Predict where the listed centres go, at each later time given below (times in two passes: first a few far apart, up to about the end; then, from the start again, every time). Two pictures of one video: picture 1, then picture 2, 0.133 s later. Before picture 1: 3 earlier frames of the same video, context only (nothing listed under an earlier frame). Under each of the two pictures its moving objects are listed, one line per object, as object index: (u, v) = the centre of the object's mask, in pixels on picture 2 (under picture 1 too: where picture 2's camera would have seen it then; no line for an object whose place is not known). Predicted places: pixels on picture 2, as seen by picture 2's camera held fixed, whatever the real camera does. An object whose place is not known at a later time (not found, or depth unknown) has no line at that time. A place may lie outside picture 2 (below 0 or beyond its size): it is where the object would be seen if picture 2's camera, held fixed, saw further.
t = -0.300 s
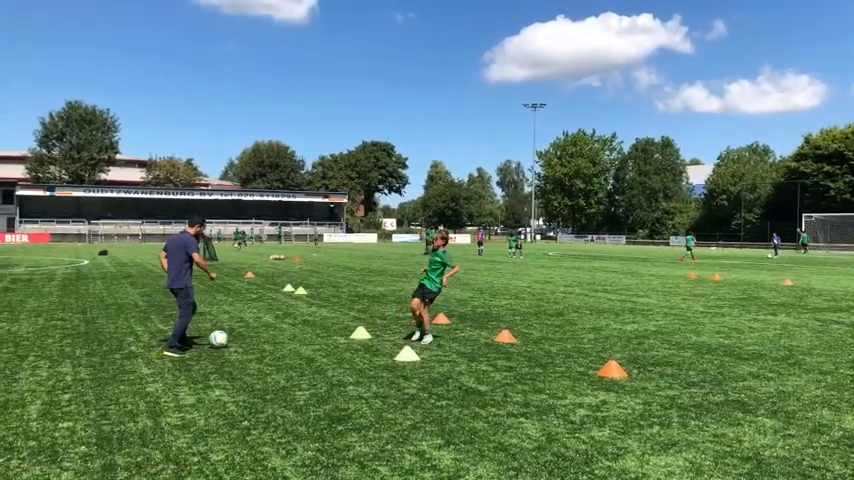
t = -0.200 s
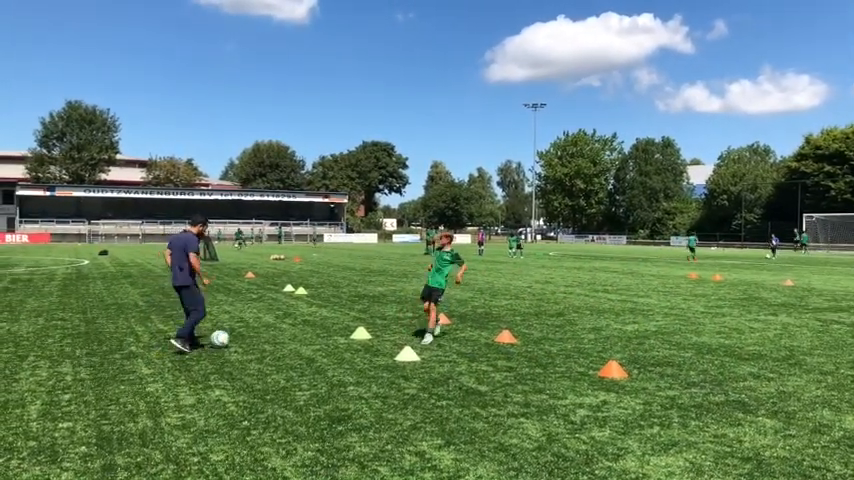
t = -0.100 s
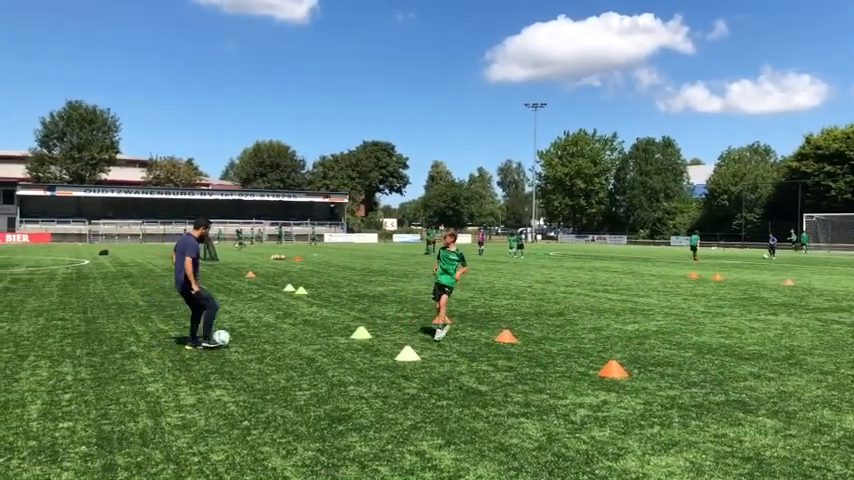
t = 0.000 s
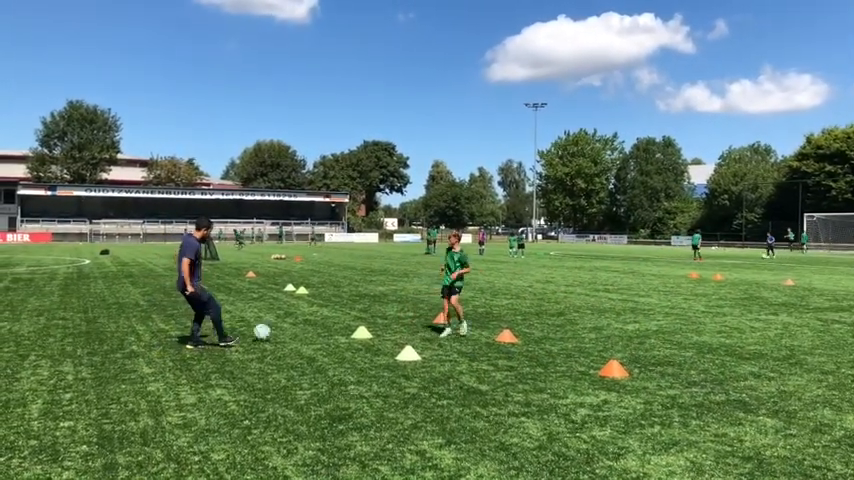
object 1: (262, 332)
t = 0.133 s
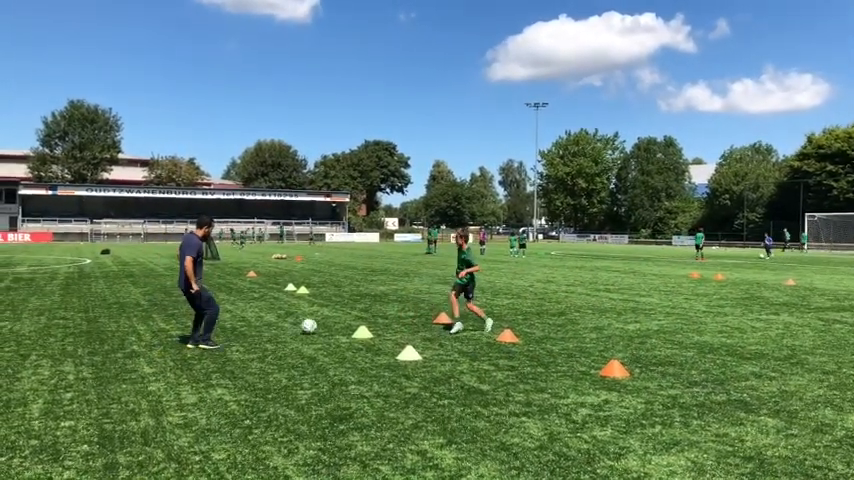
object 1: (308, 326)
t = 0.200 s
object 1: (327, 323)
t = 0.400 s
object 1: (370, 317)
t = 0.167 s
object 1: (318, 325)
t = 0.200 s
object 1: (327, 323)
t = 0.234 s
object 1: (336, 322)
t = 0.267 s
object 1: (343, 321)
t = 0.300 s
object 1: (351, 320)
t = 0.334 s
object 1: (358, 319)
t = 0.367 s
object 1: (364, 318)
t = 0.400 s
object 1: (370, 317)
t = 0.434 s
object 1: (375, 317)
